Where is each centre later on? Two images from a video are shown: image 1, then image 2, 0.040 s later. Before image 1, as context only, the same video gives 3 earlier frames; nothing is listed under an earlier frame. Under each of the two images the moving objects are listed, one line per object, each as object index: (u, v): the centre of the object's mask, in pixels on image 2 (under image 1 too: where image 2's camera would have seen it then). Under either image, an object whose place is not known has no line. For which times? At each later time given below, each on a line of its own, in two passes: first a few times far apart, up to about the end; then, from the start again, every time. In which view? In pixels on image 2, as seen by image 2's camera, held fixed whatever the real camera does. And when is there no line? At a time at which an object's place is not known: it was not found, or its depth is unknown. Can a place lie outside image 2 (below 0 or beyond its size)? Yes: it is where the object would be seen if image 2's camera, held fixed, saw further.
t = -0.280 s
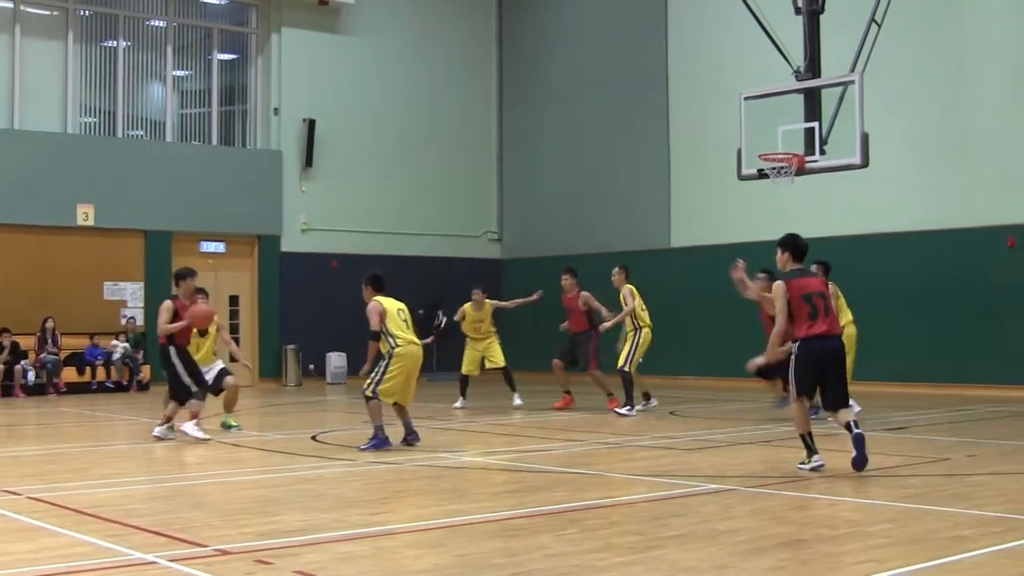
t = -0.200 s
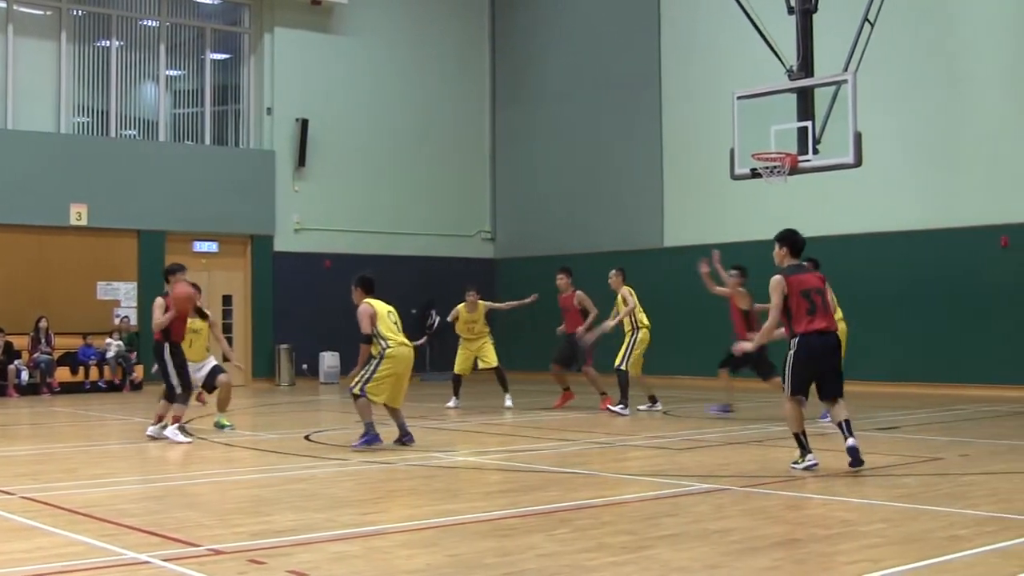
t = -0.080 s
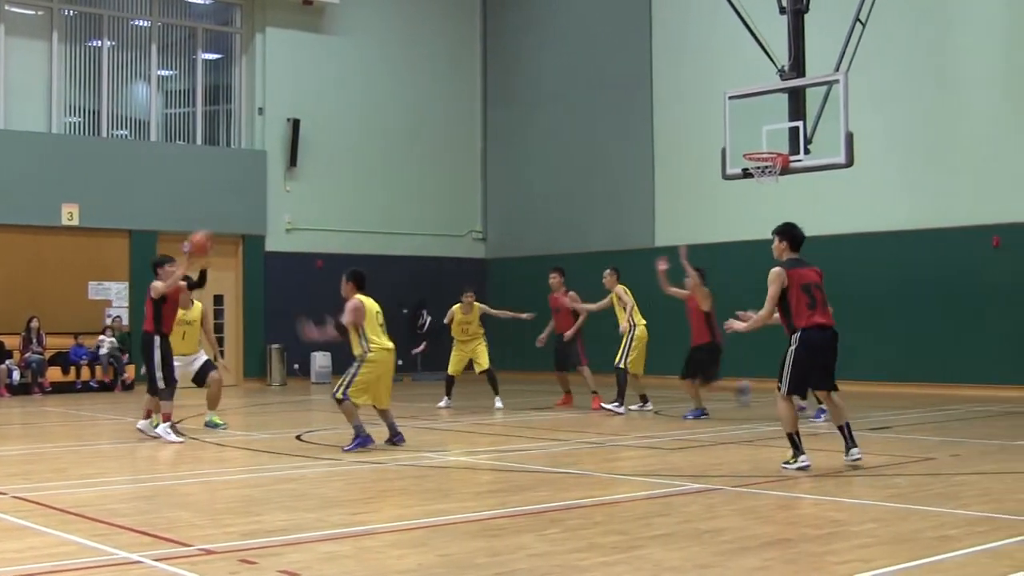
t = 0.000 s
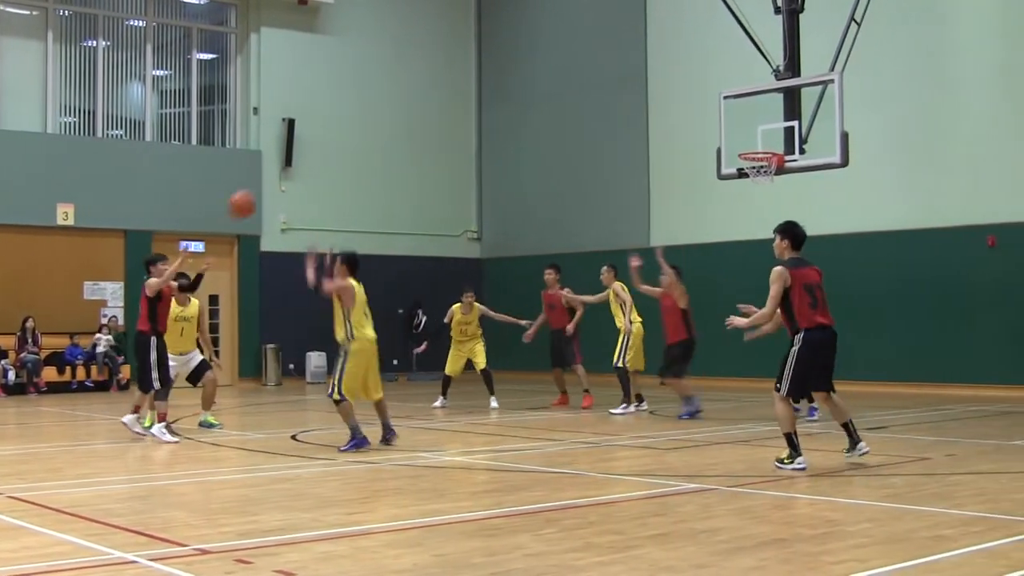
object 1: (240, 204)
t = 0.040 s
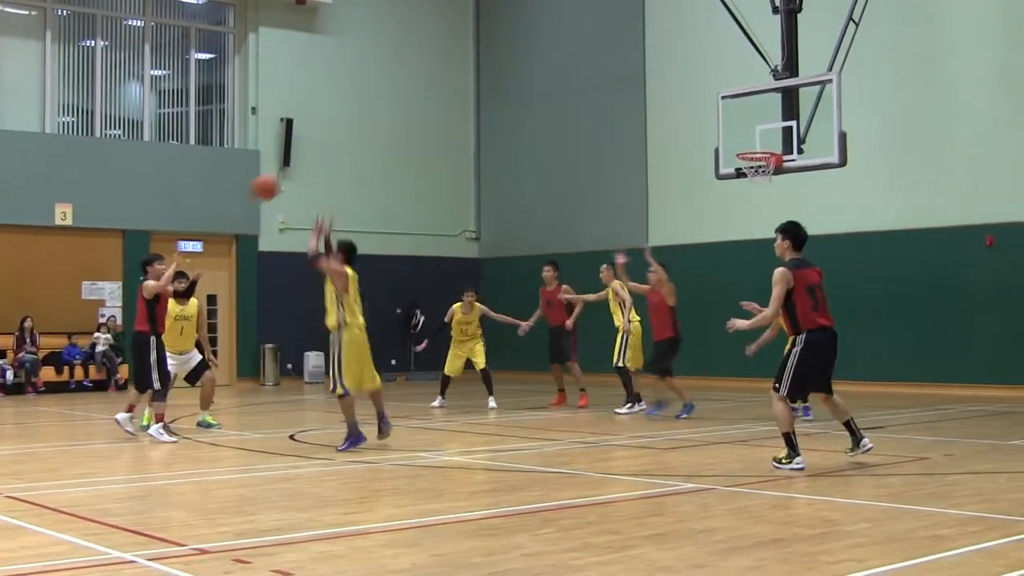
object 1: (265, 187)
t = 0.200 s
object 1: (367, 132)
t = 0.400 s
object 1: (503, 101)
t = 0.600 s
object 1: (649, 117)
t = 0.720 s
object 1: (740, 152)
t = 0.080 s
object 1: (290, 171)
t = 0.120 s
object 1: (316, 156)
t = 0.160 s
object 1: (341, 143)
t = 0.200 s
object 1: (367, 132)
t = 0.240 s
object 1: (394, 122)
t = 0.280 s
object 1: (421, 114)
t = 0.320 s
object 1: (448, 107)
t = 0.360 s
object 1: (476, 103)
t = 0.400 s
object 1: (503, 101)
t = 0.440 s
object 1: (532, 100)
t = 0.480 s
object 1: (560, 101)
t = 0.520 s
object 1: (589, 104)
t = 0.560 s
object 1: (619, 109)
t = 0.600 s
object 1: (649, 117)
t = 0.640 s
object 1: (680, 128)
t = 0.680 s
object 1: (710, 139)
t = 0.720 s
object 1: (740, 152)
